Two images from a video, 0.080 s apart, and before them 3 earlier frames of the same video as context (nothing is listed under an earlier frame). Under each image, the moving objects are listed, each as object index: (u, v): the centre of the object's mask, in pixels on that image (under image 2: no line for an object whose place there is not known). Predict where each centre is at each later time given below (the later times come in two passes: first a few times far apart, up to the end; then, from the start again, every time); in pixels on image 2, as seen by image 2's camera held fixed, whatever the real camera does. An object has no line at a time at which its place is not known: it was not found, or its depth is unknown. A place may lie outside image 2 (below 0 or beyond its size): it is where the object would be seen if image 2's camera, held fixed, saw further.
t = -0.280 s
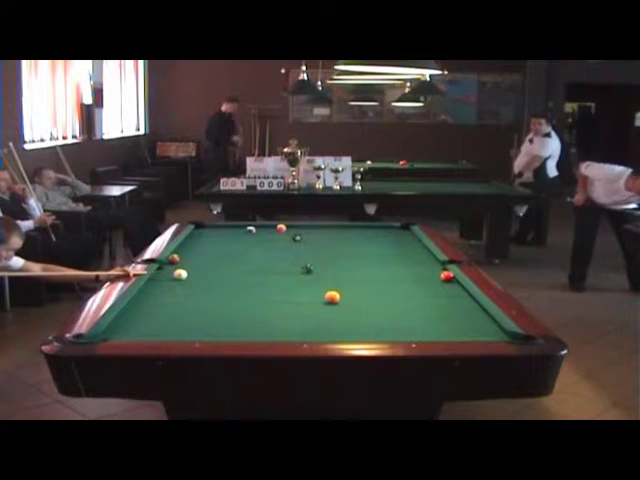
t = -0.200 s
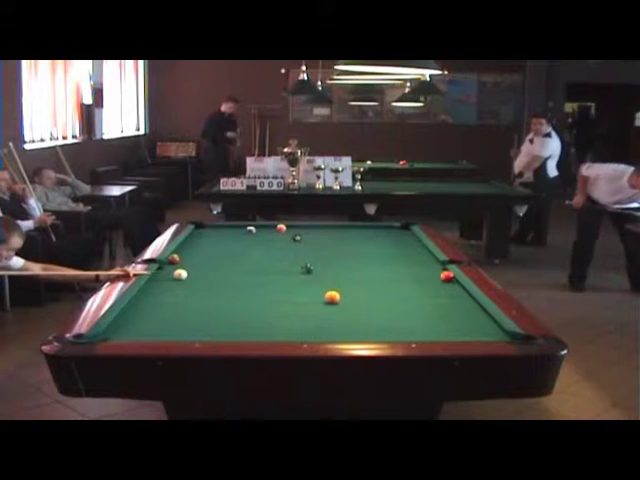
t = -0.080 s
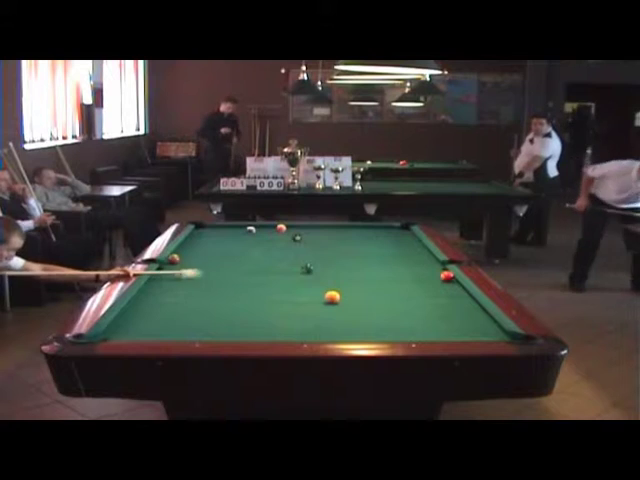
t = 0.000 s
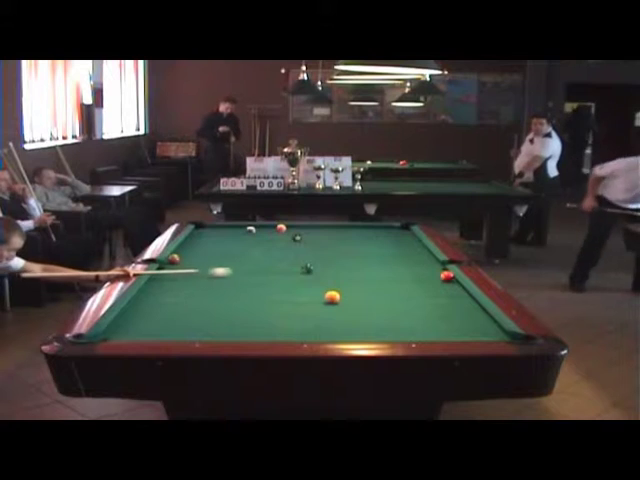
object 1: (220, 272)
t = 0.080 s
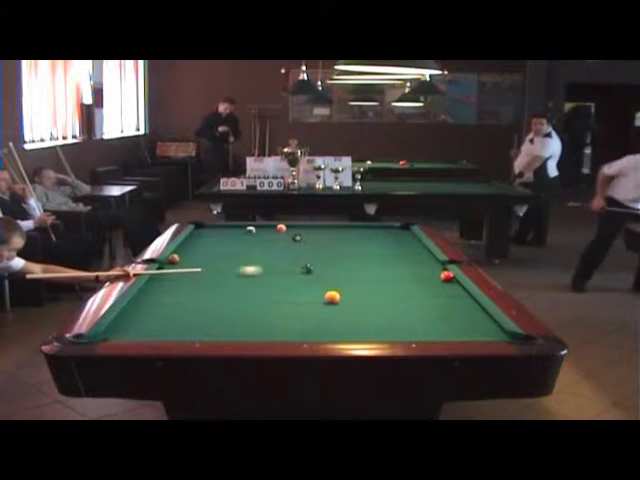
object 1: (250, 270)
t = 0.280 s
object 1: (296, 267)
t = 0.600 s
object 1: (318, 264)
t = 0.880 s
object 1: (335, 261)
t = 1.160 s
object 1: (352, 259)
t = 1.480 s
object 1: (368, 257)
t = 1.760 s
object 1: (380, 255)
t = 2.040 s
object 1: (391, 253)
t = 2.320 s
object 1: (400, 252)
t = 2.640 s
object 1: (409, 251)
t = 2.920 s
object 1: (416, 250)
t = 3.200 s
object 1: (421, 249)
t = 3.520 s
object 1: (421, 249)
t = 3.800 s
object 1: (420, 249)
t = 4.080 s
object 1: (420, 249)
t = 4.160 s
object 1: (420, 249)
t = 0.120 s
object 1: (265, 269)
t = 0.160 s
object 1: (280, 269)
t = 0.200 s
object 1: (292, 268)
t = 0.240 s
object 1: (294, 268)
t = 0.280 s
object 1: (296, 267)
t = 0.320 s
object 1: (298, 267)
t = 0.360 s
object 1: (301, 267)
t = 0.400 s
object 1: (304, 266)
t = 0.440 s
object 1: (307, 266)
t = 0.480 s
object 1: (310, 265)
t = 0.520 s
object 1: (312, 265)
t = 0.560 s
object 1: (315, 264)
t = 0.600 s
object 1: (318, 264)
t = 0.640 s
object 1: (320, 263)
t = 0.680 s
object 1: (323, 263)
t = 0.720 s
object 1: (326, 262)
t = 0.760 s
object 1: (328, 262)
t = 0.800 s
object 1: (331, 262)
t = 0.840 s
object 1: (333, 261)
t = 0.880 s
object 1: (335, 261)
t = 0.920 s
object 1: (338, 261)
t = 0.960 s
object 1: (340, 260)
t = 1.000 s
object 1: (342, 260)
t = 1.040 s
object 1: (345, 260)
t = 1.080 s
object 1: (347, 259)
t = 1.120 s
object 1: (349, 259)
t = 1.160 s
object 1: (352, 259)
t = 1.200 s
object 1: (354, 259)
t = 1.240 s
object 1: (356, 258)
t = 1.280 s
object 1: (358, 258)
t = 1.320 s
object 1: (360, 258)
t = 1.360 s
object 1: (362, 258)
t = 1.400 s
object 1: (364, 257)
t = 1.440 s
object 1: (366, 257)
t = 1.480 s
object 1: (368, 257)
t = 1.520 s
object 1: (369, 257)
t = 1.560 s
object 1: (371, 256)
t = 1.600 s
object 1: (373, 256)
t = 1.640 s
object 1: (375, 256)
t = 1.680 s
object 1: (376, 256)
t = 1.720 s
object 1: (378, 255)
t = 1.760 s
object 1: (380, 255)
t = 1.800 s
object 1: (382, 255)
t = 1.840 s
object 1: (383, 254)
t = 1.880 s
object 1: (385, 254)
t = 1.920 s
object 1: (386, 254)
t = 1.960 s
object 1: (388, 254)
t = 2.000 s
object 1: (389, 254)
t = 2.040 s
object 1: (391, 253)
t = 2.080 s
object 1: (392, 253)
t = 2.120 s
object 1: (393, 253)
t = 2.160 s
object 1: (395, 253)
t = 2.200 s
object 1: (396, 253)
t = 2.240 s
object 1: (398, 252)
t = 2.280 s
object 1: (399, 252)
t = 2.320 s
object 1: (400, 252)
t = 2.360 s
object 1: (401, 252)
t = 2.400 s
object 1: (403, 252)
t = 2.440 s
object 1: (404, 252)
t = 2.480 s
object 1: (405, 251)
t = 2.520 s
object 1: (406, 251)
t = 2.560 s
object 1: (407, 251)
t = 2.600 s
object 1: (408, 251)
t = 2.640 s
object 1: (409, 251)
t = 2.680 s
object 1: (410, 251)
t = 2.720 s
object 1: (411, 251)
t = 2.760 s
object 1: (413, 250)
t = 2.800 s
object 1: (413, 250)
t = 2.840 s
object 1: (414, 250)
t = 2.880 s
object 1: (415, 250)
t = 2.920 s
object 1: (416, 250)
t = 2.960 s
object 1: (417, 250)
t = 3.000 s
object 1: (418, 250)
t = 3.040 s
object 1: (418, 250)
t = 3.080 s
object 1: (419, 250)
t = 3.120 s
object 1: (420, 249)
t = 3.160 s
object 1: (421, 249)
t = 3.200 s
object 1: (421, 249)
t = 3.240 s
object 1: (422, 249)
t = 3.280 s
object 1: (422, 249)
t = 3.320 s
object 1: (422, 249)
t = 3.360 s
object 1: (422, 249)
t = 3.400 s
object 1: (422, 249)
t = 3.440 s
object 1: (422, 249)
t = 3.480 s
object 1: (421, 249)
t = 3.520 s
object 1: (421, 249)
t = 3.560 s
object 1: (421, 249)
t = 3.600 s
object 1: (421, 249)
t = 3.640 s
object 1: (420, 249)
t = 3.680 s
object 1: (420, 249)
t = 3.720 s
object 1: (420, 249)
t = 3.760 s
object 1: (420, 249)
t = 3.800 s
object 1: (420, 249)
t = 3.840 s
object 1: (420, 249)
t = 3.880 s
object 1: (420, 249)
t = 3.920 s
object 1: (420, 249)
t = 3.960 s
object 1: (420, 249)
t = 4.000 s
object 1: (420, 249)
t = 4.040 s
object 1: (420, 249)
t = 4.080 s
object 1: (420, 249)
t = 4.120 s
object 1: (420, 249)
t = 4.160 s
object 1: (420, 249)
